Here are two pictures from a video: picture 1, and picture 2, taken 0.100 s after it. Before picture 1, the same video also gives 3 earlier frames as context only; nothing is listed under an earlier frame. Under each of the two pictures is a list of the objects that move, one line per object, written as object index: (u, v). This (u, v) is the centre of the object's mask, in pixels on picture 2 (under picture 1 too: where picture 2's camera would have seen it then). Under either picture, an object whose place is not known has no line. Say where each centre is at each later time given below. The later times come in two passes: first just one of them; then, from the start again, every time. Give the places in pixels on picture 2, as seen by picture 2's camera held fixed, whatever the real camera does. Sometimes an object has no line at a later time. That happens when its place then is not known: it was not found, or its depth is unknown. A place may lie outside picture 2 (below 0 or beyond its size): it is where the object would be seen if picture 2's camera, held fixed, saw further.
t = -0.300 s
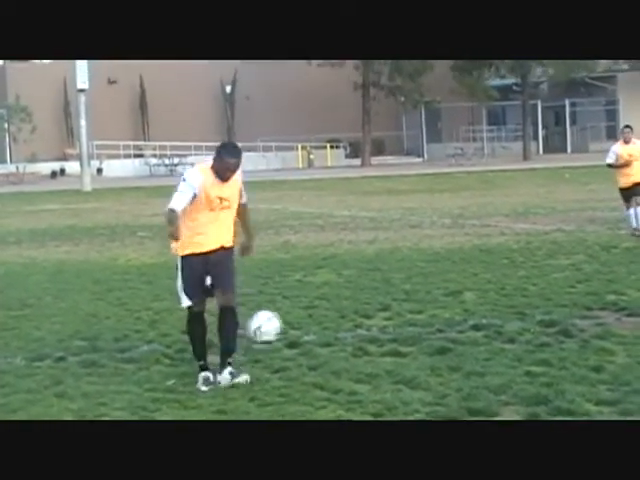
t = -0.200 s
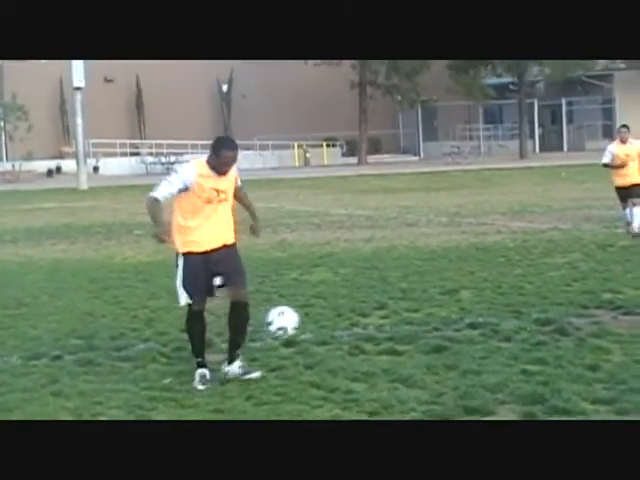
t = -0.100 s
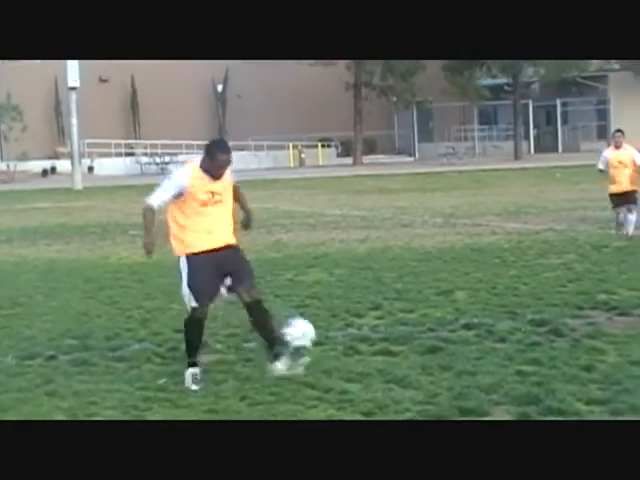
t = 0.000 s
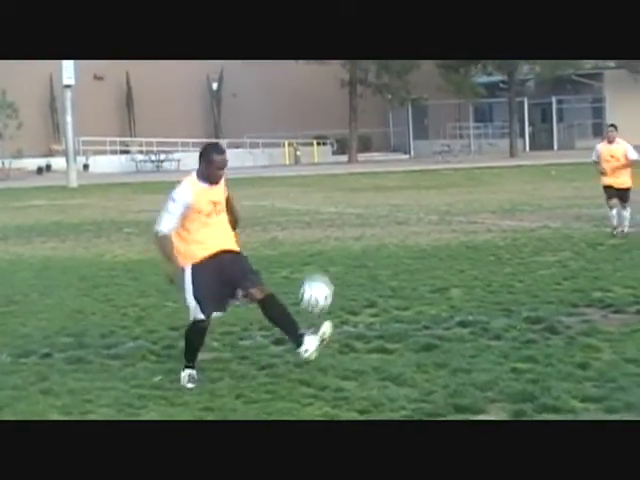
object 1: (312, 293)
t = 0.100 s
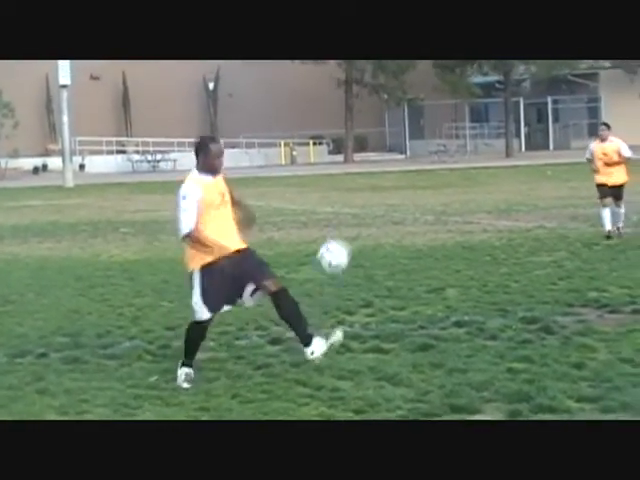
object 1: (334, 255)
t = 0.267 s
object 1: (370, 227)
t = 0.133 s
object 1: (340, 245)
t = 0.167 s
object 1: (348, 238)
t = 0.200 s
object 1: (355, 233)
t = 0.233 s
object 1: (362, 229)
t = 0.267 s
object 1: (370, 227)
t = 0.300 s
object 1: (377, 226)
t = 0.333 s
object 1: (385, 226)
